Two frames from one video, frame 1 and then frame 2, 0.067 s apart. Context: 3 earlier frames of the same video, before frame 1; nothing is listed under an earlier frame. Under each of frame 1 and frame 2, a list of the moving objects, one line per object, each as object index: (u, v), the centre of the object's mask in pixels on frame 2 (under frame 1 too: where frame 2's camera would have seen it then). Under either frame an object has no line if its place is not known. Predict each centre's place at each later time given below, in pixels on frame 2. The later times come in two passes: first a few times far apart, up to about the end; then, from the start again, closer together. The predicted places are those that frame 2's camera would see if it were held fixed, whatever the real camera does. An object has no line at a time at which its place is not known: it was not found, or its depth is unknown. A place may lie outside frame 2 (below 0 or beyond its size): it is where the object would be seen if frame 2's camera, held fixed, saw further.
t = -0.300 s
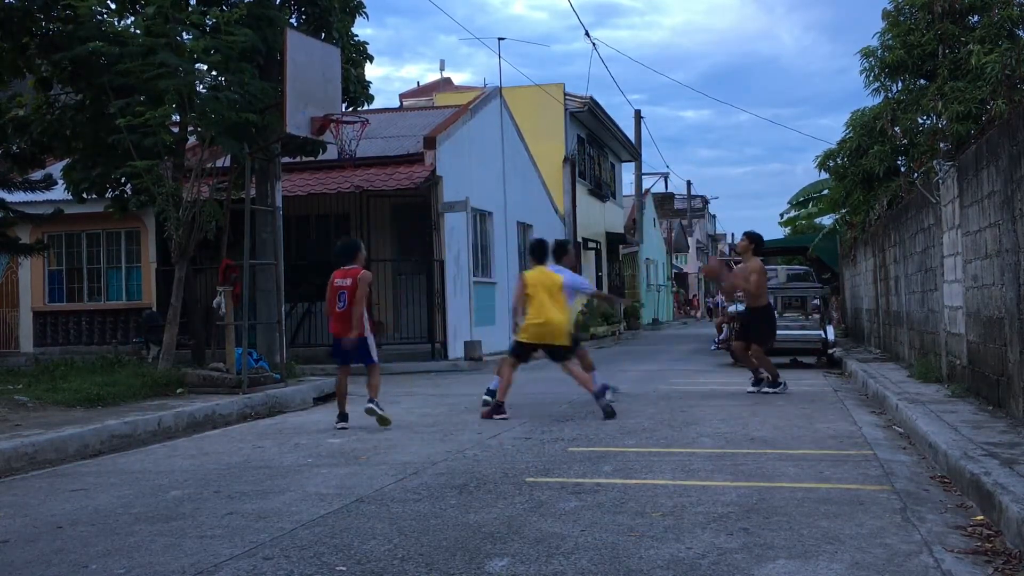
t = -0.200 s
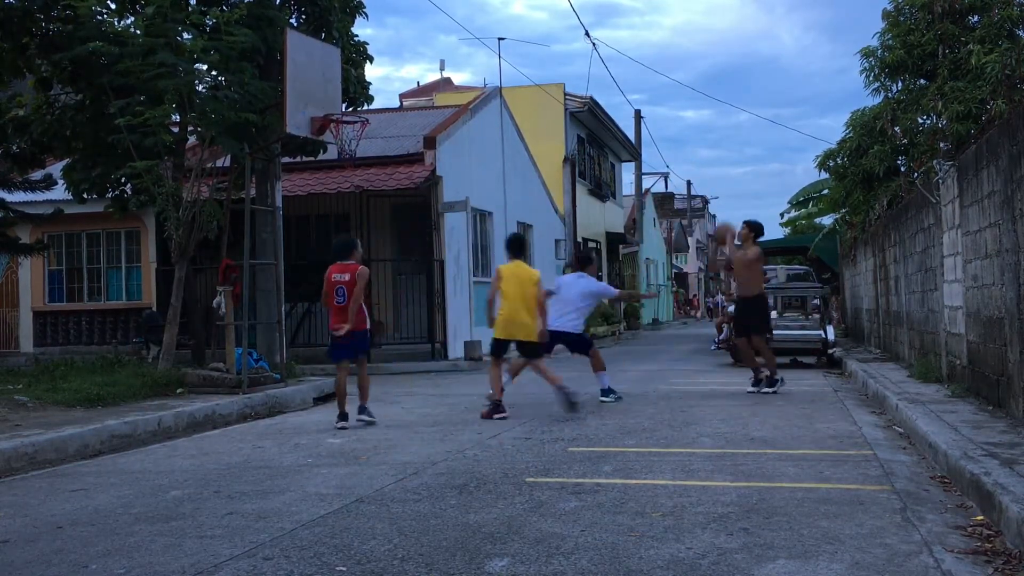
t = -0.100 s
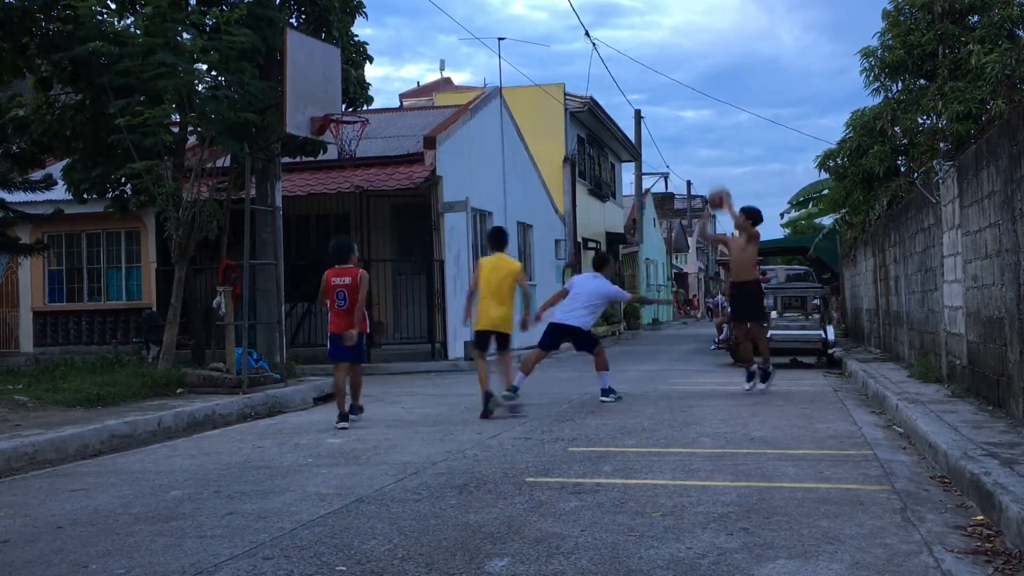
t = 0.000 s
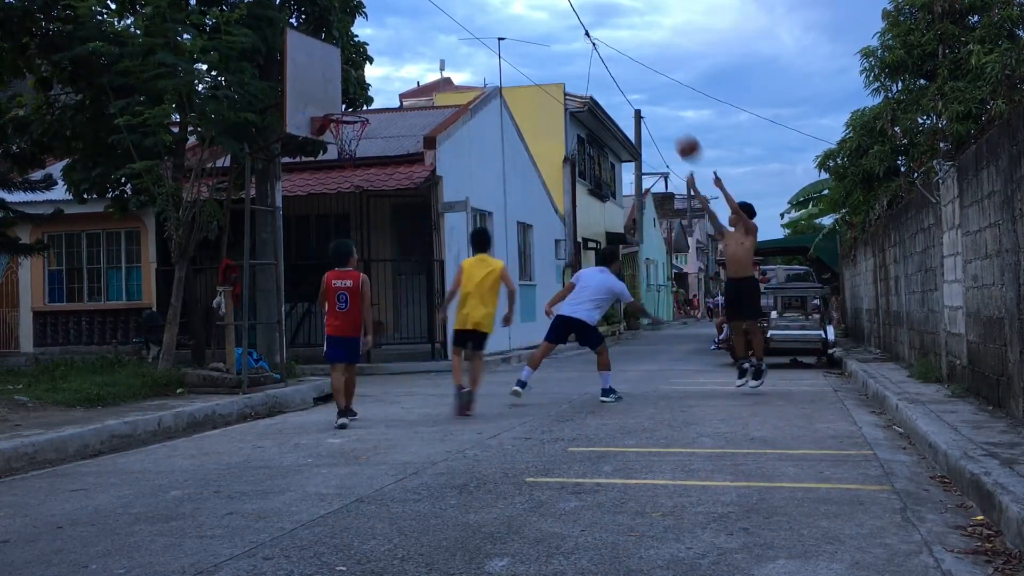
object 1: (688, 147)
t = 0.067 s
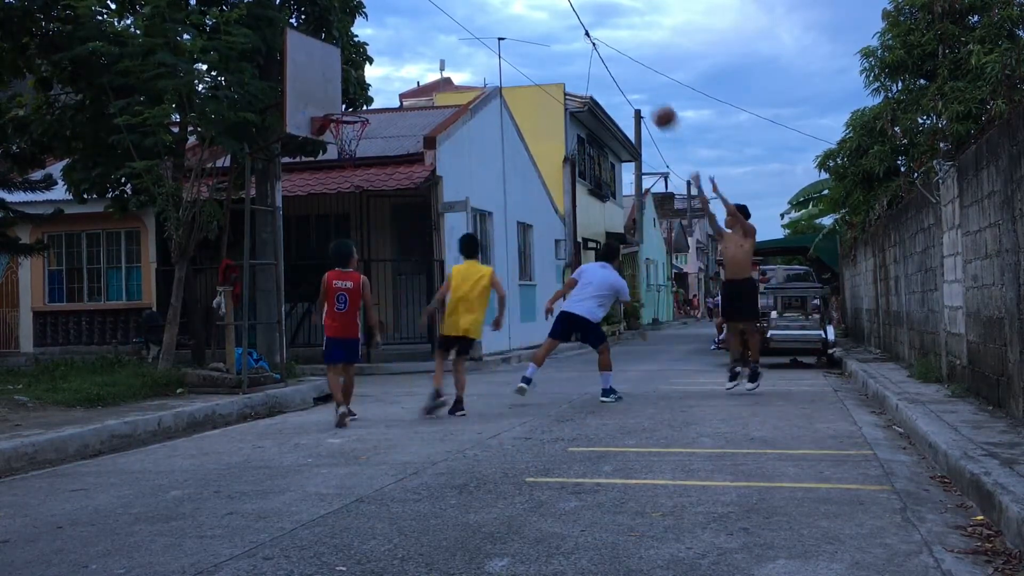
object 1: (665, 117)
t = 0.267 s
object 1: (592, 51)
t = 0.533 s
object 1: (495, 20)
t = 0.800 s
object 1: (398, 60)
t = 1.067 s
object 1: (335, 139)
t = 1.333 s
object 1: (342, 190)
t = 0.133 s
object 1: (640, 90)
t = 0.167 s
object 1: (628, 79)
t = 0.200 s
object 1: (616, 68)
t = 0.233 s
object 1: (604, 59)
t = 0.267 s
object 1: (592, 51)
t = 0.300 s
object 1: (579, 43)
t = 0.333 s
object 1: (567, 36)
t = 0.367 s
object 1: (555, 31)
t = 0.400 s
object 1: (543, 27)
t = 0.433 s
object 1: (531, 24)
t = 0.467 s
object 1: (519, 21)
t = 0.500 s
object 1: (507, 20)
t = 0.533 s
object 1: (495, 20)
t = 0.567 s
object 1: (483, 21)
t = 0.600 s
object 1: (471, 24)
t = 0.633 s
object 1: (459, 27)
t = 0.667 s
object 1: (447, 31)
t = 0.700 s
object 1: (435, 37)
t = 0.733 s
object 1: (422, 43)
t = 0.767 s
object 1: (410, 51)
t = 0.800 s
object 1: (398, 60)
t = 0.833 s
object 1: (386, 70)
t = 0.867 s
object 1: (374, 82)
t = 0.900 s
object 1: (362, 93)
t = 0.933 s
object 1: (350, 106)
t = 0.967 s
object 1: (342, 121)
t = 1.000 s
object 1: (335, 129)
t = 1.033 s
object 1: (334, 135)
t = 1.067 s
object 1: (335, 139)
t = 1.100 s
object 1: (335, 142)
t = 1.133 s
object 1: (336, 144)
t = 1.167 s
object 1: (336, 152)
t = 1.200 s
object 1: (338, 157)
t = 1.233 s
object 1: (340, 164)
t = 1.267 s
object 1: (340, 172)
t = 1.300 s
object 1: (341, 181)
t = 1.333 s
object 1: (342, 190)
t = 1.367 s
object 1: (345, 202)
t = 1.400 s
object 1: (345, 214)
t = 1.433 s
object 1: (346, 226)
